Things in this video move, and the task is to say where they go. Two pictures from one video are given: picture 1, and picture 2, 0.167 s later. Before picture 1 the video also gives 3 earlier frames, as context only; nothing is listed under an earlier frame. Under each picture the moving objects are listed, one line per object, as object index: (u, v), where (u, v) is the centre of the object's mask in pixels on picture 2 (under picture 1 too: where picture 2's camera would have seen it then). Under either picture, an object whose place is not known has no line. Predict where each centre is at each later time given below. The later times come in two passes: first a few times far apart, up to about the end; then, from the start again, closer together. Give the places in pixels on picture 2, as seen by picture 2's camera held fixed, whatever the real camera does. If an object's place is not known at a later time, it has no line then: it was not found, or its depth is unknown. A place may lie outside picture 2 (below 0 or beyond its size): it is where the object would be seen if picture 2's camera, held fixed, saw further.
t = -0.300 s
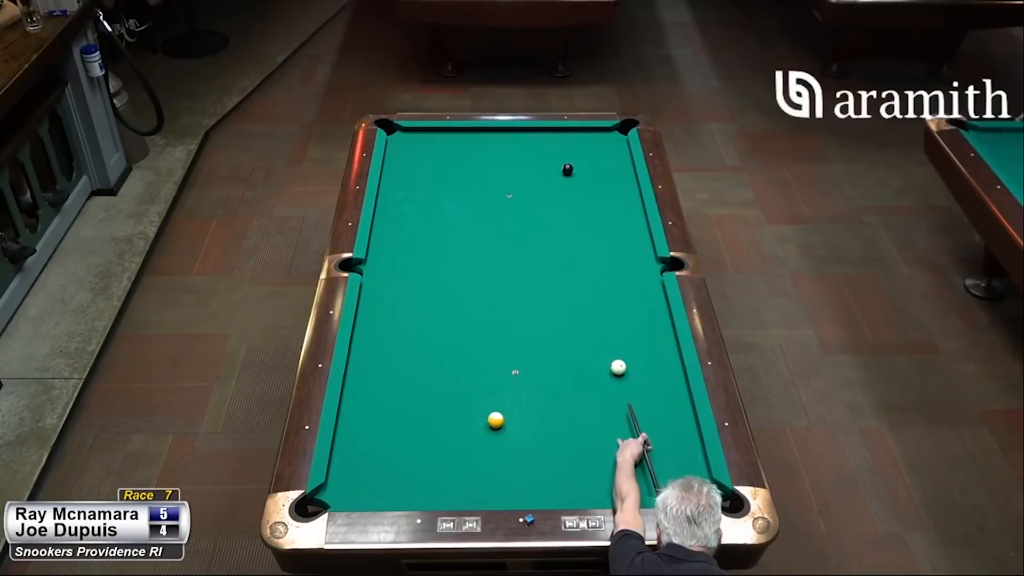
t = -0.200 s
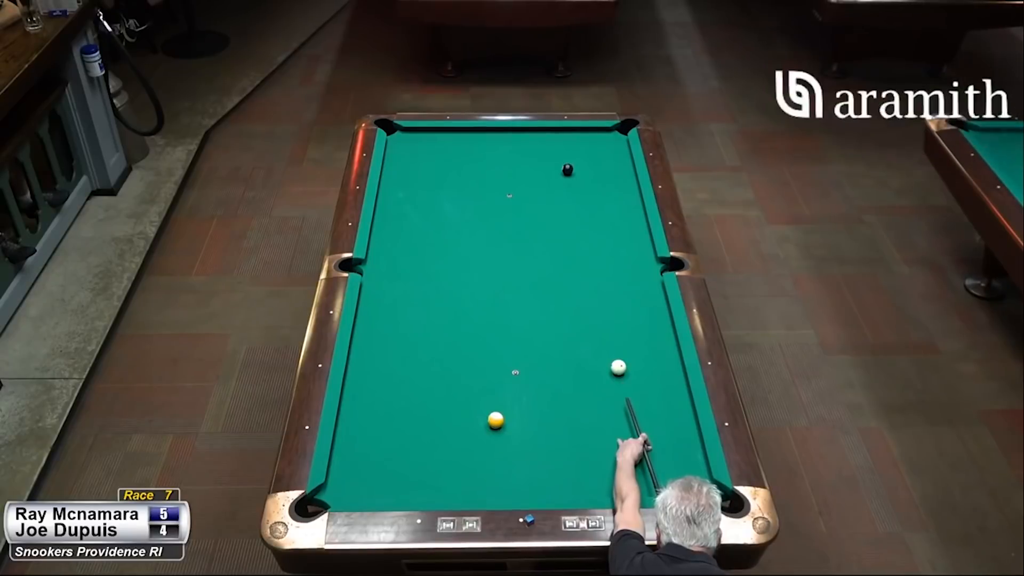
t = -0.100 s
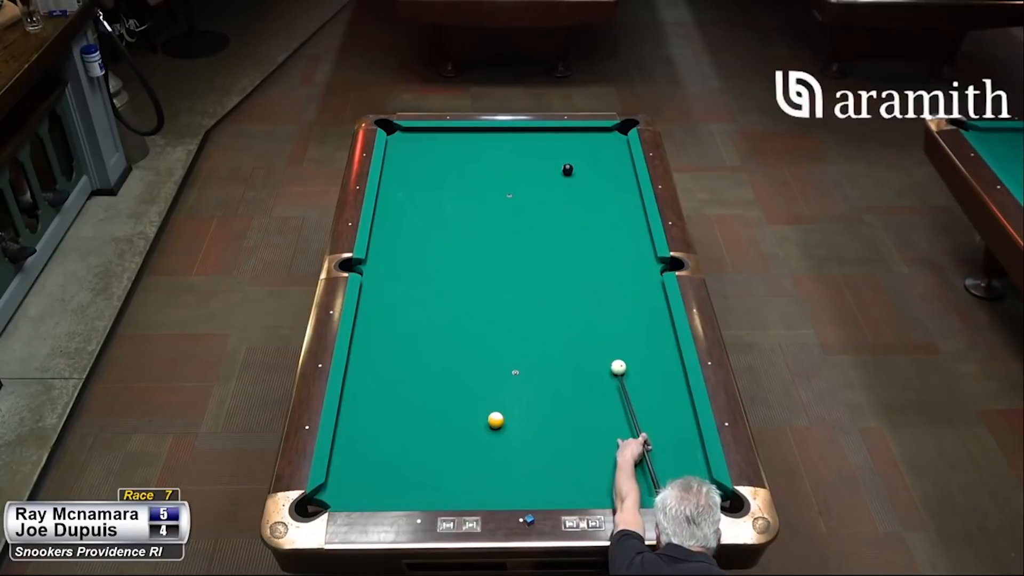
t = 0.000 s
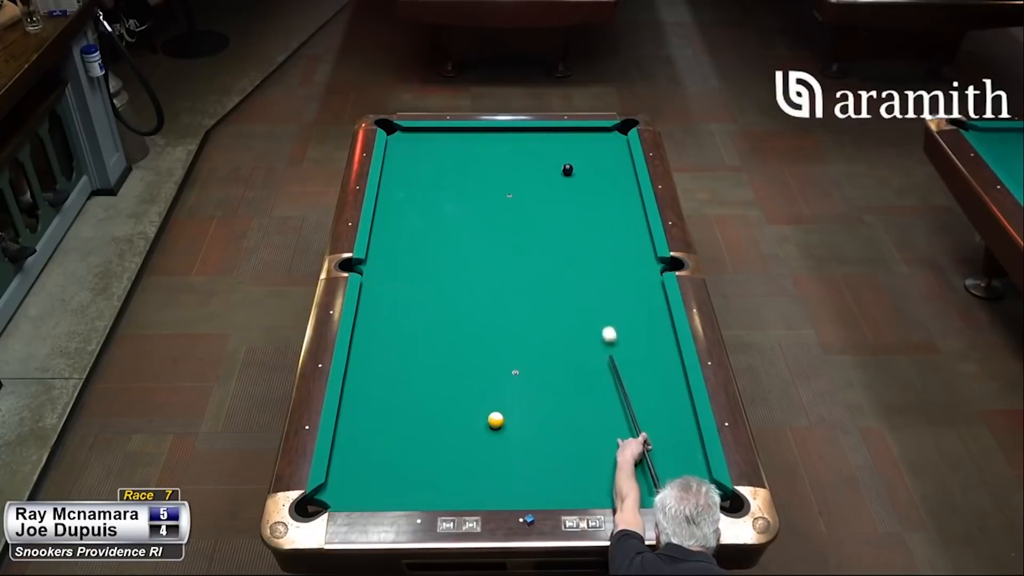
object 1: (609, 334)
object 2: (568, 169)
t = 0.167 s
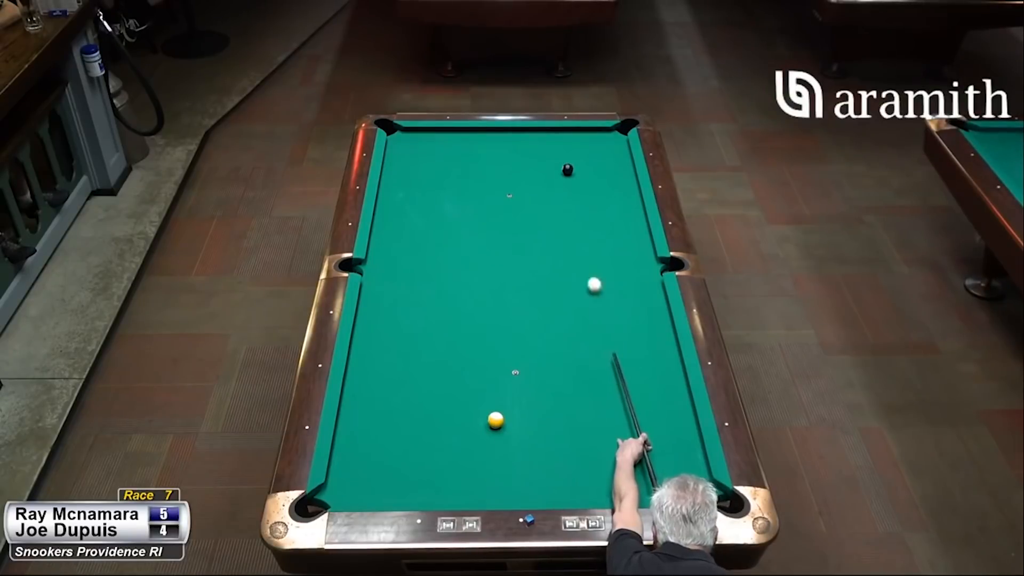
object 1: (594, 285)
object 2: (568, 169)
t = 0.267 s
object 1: (587, 259)
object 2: (568, 169)
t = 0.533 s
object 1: (570, 204)
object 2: (568, 169)
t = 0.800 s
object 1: (539, 161)
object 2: (581, 161)
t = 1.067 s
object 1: (499, 134)
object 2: (604, 148)
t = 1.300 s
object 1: (467, 142)
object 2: (622, 136)
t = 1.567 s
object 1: (429, 160)
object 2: (610, 133)
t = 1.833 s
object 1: (393, 177)
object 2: (604, 137)
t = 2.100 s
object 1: (402, 196)
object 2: (598, 142)
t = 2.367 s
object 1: (423, 214)
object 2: (593, 146)
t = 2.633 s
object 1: (443, 232)
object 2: (589, 150)
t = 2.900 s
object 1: (466, 252)
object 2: (584, 153)
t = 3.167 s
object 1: (489, 271)
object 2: (580, 156)
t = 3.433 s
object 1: (510, 289)
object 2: (577, 158)
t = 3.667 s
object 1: (532, 307)
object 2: (575, 160)
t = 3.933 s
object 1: (555, 326)
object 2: (573, 162)
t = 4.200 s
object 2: (572, 163)
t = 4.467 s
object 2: (571, 164)
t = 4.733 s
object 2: (571, 164)
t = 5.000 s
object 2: (571, 164)
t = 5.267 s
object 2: (571, 164)
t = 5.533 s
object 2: (571, 164)
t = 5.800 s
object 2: (571, 164)
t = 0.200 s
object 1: (591, 276)
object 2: (568, 169)
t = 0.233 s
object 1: (590, 272)
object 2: (568, 169)
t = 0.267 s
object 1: (587, 259)
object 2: (568, 169)
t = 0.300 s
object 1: (584, 252)
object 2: (568, 169)
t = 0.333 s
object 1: (583, 248)
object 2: (568, 169)
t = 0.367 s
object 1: (579, 236)
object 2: (568, 169)
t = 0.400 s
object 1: (577, 229)
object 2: (568, 169)
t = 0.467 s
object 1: (573, 215)
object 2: (568, 169)
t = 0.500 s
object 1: (571, 208)
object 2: (568, 169)
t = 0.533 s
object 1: (570, 204)
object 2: (568, 169)
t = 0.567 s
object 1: (567, 195)
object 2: (568, 169)
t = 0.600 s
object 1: (565, 188)
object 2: (568, 169)
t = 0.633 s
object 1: (564, 185)
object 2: (568, 169)
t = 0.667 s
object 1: (561, 176)
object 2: (568, 168)
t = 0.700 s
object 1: (557, 171)
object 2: (570, 168)
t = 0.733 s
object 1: (553, 169)
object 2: (572, 166)
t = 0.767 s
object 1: (544, 164)
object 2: (578, 163)
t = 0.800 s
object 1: (539, 161)
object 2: (581, 161)
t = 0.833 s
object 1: (536, 159)
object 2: (583, 160)
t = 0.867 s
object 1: (529, 154)
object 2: (587, 158)
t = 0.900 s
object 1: (523, 151)
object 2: (590, 156)
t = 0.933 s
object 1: (521, 149)
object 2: (592, 155)
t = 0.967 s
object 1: (514, 144)
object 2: (596, 152)
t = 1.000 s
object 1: (509, 140)
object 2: (599, 151)
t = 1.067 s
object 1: (499, 134)
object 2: (604, 148)
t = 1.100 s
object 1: (494, 131)
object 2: (607, 146)
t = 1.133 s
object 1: (492, 130)
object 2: (608, 145)
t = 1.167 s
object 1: (485, 134)
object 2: (612, 143)
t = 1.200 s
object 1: (480, 136)
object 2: (615, 141)
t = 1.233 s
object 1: (478, 137)
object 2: (617, 140)
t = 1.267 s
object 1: (471, 140)
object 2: (620, 138)
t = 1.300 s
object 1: (467, 142)
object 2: (622, 136)
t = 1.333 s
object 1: (464, 143)
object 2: (621, 136)
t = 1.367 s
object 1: (457, 147)
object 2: (618, 135)
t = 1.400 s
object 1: (453, 149)
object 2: (616, 134)
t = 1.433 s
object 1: (451, 150)
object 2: (615, 133)
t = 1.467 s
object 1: (444, 153)
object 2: (614, 132)
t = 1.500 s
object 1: (439, 155)
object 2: (612, 132)
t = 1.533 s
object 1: (436, 156)
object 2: (611, 132)
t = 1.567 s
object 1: (429, 160)
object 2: (610, 133)
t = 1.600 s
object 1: (425, 162)
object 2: (610, 133)
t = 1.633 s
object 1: (422, 163)
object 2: (609, 133)
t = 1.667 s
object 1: (415, 166)
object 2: (608, 133)
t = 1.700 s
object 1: (410, 169)
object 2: (607, 134)
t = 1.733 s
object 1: (408, 170)
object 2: (607, 135)
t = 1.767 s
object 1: (400, 173)
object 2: (605, 136)
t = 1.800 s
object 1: (395, 176)
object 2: (605, 137)
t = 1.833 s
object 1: (393, 177)
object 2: (604, 137)
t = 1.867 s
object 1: (386, 180)
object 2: (603, 137)
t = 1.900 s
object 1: (386, 182)
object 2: (603, 138)
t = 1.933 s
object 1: (387, 183)
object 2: (602, 138)
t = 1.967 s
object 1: (391, 187)
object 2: (601, 139)
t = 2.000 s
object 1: (394, 189)
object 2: (601, 139)
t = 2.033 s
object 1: (395, 190)
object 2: (600, 139)
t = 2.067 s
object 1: (399, 194)
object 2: (599, 141)
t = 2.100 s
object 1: (402, 196)
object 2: (598, 142)
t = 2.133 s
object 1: (403, 197)
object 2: (598, 142)
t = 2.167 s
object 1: (407, 200)
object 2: (597, 143)
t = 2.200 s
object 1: (410, 203)
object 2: (596, 143)
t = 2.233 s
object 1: (411, 204)
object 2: (596, 144)
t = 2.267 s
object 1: (415, 207)
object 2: (595, 144)
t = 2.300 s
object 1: (418, 210)
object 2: (594, 145)
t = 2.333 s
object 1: (419, 211)
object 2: (594, 145)
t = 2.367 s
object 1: (423, 214)
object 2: (593, 146)
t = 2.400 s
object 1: (426, 216)
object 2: (592, 146)
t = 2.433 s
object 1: (427, 218)
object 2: (592, 147)
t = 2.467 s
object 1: (431, 221)
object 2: (591, 147)
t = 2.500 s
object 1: (434, 223)
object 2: (591, 148)
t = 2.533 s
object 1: (435, 225)
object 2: (590, 148)
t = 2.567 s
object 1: (439, 228)
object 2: (589, 149)
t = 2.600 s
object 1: (442, 230)
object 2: (589, 149)
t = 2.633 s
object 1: (443, 232)
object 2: (589, 150)
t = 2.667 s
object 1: (447, 235)
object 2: (588, 150)
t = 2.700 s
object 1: (450, 237)
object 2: (587, 151)
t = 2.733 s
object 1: (451, 239)
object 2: (587, 151)
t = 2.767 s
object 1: (455, 242)
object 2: (586, 152)
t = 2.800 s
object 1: (458, 244)
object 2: (586, 152)
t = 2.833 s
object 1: (459, 246)
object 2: (585, 152)
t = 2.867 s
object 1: (464, 249)
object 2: (585, 153)
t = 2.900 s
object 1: (466, 252)
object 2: (584, 153)
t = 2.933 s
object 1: (468, 253)
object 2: (584, 153)
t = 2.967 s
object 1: (472, 256)
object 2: (583, 154)
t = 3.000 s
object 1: (475, 259)
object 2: (583, 154)
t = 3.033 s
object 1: (476, 260)
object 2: (582, 155)
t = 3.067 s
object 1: (480, 263)
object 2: (582, 155)
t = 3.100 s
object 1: (483, 266)
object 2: (581, 156)
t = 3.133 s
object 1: (485, 267)
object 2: (581, 156)
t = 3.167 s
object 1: (489, 271)
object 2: (580, 156)
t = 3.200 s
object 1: (492, 273)
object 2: (580, 157)
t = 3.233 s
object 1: (493, 274)
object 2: (580, 157)
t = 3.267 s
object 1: (497, 278)
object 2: (579, 157)
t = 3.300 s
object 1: (501, 280)
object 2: (579, 157)
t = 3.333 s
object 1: (502, 282)
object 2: (579, 158)
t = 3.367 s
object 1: (506, 285)
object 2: (578, 158)
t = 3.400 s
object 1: (509, 288)
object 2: (578, 158)
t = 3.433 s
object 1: (510, 289)
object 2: (577, 158)
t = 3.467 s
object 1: (515, 293)
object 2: (577, 159)
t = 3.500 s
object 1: (518, 295)
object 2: (577, 159)
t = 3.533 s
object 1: (519, 296)
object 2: (576, 159)
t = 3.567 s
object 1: (524, 300)
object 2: (576, 159)
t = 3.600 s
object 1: (527, 302)
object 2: (576, 159)
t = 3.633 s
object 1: (528, 304)
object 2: (576, 160)
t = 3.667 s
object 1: (532, 307)
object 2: (575, 160)
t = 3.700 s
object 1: (535, 310)
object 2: (575, 160)
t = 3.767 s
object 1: (541, 315)
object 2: (574, 161)
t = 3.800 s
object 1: (544, 317)
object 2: (574, 161)
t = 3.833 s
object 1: (546, 318)
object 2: (574, 161)
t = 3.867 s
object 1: (550, 322)
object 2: (574, 162)
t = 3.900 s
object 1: (553, 324)
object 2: (574, 161)
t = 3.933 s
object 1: (555, 326)
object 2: (573, 162)
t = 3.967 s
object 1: (559, 330)
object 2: (573, 162)
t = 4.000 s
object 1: (562, 332)
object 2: (573, 162)
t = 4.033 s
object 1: (564, 333)
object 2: (573, 162)
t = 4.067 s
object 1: (568, 337)
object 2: (573, 162)
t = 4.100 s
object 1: (571, 340)
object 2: (572, 163)
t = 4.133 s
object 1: (573, 341)
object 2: (572, 163)
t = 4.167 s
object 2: (572, 163)
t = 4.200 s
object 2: (572, 163)
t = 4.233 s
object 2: (572, 163)
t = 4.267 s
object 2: (572, 163)
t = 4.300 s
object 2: (572, 163)
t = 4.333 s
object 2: (571, 163)
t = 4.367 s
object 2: (571, 163)
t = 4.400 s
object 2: (571, 164)
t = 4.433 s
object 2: (571, 164)
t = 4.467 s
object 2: (571, 164)
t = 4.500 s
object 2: (571, 164)
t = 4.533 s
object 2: (571, 164)
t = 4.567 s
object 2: (571, 164)
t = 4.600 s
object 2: (571, 164)
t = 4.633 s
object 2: (571, 164)
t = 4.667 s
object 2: (571, 164)
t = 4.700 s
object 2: (571, 164)
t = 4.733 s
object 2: (571, 164)
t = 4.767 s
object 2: (571, 164)
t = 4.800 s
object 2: (571, 164)
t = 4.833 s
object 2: (571, 164)
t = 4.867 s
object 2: (571, 164)
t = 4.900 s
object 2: (571, 164)
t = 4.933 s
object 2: (571, 164)
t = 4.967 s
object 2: (571, 164)
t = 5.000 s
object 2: (571, 164)
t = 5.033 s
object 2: (571, 164)
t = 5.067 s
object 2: (571, 164)
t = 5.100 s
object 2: (571, 164)
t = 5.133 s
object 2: (571, 164)
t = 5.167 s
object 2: (571, 164)
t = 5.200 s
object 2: (571, 164)
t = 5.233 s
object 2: (571, 164)
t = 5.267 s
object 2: (571, 164)
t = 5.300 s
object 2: (571, 164)
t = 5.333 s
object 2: (571, 164)
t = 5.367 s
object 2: (571, 164)
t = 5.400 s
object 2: (571, 164)
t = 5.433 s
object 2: (571, 164)
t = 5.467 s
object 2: (571, 164)
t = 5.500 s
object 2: (571, 164)
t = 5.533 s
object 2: (571, 164)
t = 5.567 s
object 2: (571, 164)
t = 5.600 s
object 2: (571, 164)
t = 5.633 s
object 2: (571, 164)
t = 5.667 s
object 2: (571, 164)
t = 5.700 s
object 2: (571, 164)
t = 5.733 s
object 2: (571, 164)
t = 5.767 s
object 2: (571, 164)
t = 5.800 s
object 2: (571, 164)
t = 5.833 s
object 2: (571, 164)
